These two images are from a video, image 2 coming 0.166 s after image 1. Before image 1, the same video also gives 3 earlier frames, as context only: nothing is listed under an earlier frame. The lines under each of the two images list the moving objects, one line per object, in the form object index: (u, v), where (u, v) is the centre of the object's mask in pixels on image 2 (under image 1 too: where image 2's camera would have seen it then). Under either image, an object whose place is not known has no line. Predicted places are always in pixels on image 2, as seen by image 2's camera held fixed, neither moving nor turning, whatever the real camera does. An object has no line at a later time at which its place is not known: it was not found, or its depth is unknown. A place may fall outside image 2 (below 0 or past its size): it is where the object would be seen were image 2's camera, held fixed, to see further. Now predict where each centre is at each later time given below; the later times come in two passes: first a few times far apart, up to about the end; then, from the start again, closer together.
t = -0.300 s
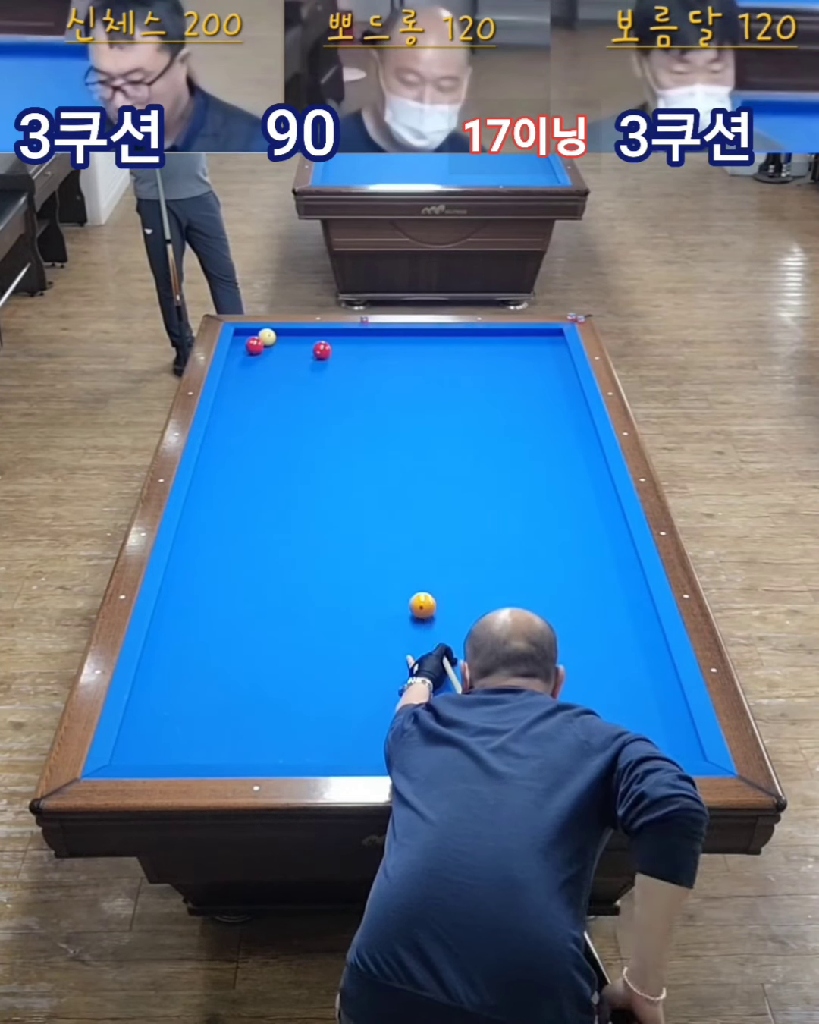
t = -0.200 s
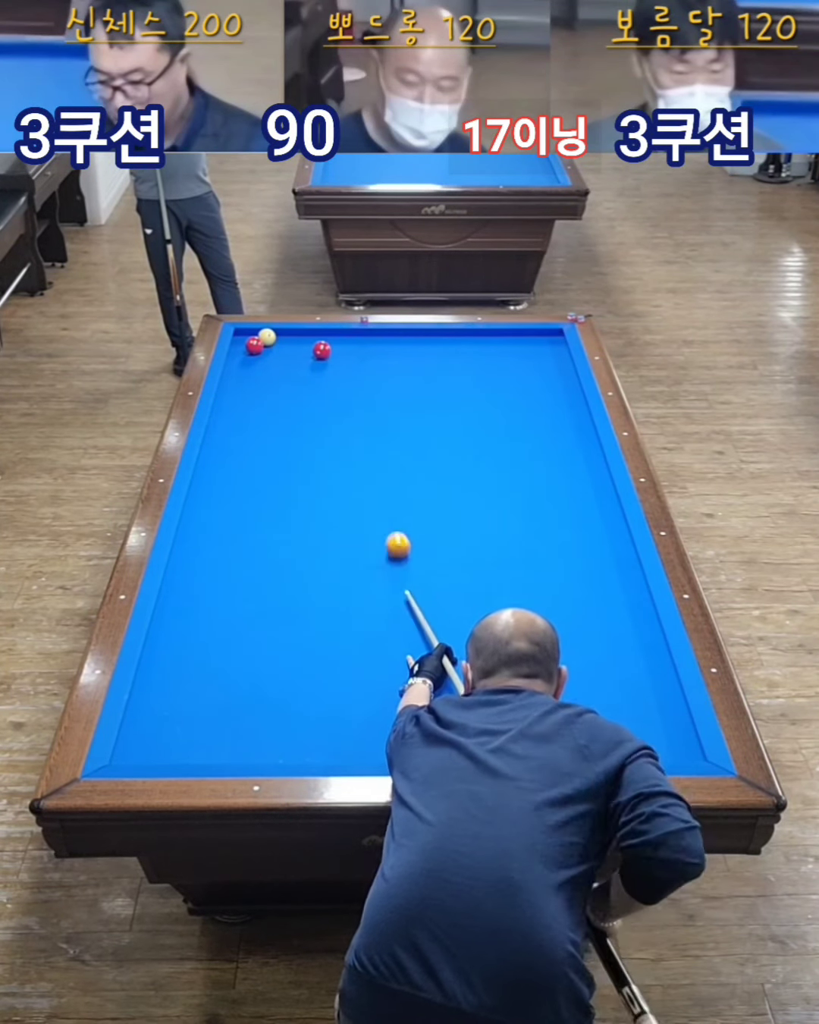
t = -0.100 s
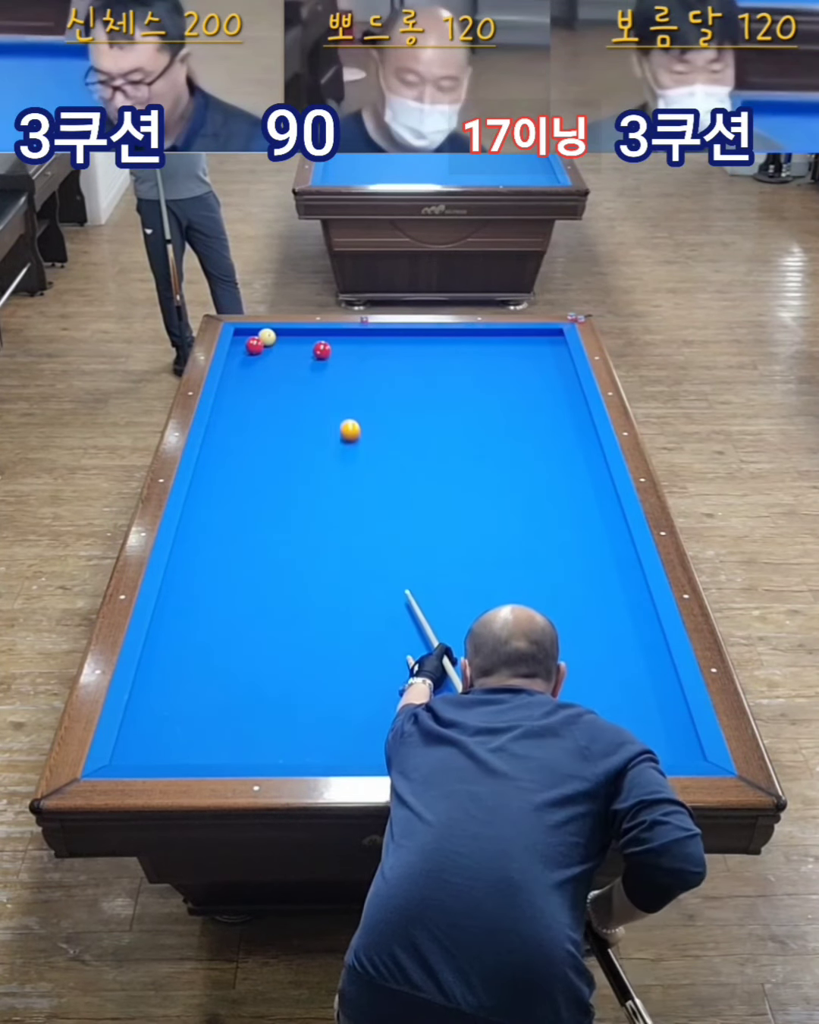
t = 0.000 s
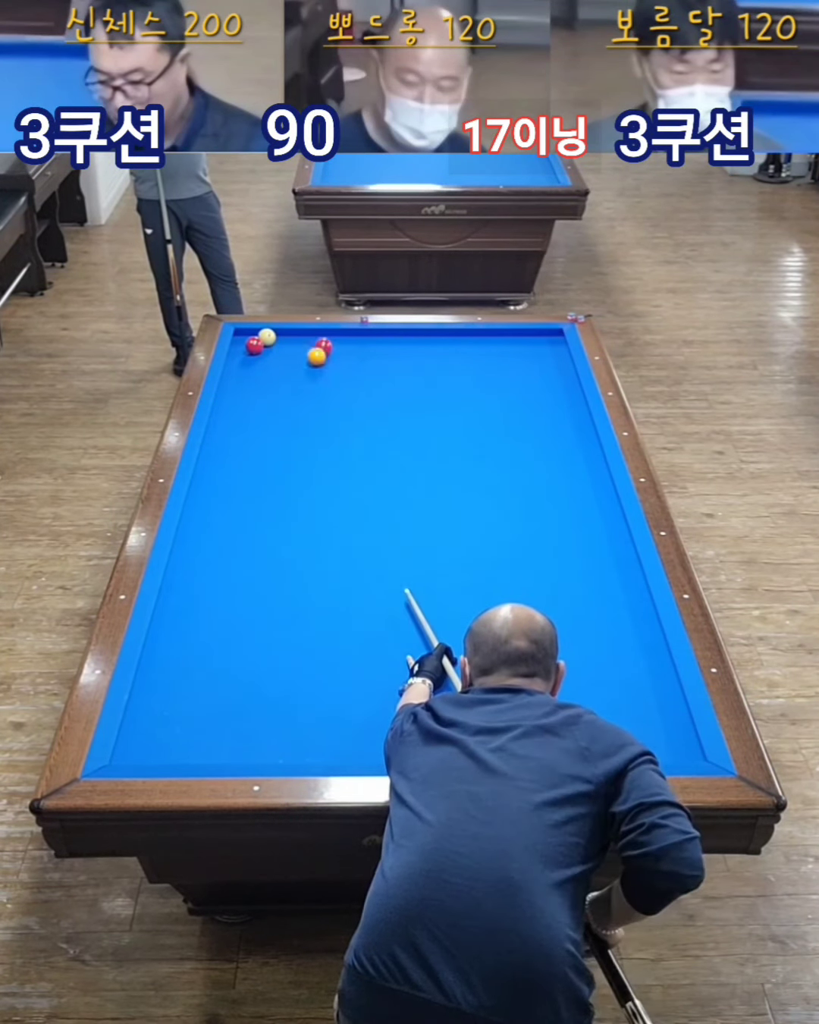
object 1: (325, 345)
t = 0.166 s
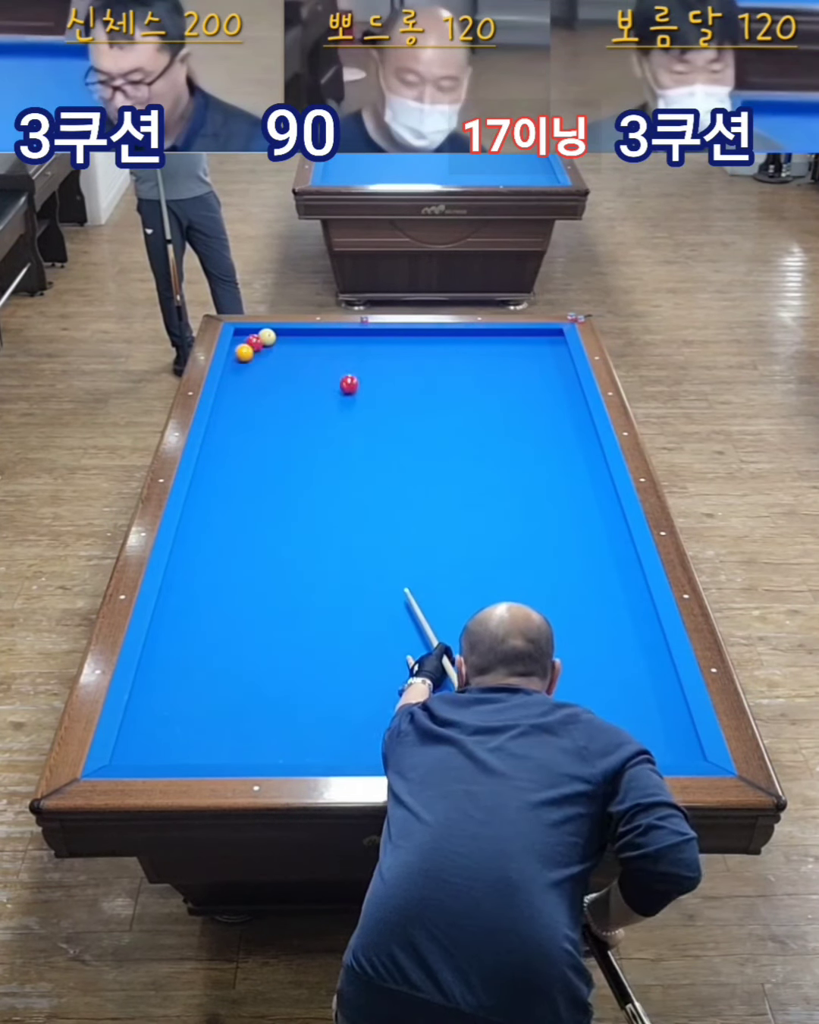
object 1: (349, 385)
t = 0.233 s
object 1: (358, 410)
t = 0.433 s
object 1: (392, 499)
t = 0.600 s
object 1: (427, 587)
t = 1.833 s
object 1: (548, 453)
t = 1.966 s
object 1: (579, 449)
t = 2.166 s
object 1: (570, 439)
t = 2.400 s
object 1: (540, 430)
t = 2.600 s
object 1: (516, 423)
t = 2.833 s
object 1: (491, 416)
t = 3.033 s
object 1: (472, 410)
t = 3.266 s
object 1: (453, 405)
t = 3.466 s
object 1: (438, 401)
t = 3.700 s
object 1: (426, 395)
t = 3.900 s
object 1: (419, 392)
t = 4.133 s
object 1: (413, 387)
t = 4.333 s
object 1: (409, 385)
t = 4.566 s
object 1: (405, 383)
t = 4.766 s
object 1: (403, 383)
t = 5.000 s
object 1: (402, 382)
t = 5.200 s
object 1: (403, 382)
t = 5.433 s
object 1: (402, 382)
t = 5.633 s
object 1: (403, 383)
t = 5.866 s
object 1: (402, 382)
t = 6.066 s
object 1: (402, 382)
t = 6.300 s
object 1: (402, 382)
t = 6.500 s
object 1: (402, 382)
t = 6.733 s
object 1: (403, 382)
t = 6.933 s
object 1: (403, 382)
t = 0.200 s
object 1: (354, 397)
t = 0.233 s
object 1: (358, 410)
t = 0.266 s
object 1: (363, 423)
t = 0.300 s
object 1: (368, 437)
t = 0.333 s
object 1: (374, 451)
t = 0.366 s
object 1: (379, 467)
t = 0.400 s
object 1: (385, 482)
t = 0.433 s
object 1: (392, 499)
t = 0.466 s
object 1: (398, 516)
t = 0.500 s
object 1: (405, 534)
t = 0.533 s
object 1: (412, 552)
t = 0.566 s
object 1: (420, 572)
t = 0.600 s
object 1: (427, 587)
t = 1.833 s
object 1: (548, 453)
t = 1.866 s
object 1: (555, 453)
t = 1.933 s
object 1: (570, 451)
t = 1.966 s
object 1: (579, 449)
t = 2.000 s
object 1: (587, 447)
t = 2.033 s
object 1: (589, 444)
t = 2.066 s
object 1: (584, 443)
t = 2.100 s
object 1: (579, 442)
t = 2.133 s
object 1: (574, 440)
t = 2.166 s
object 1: (570, 439)
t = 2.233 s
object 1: (561, 436)
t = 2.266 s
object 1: (557, 435)
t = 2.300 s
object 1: (552, 433)
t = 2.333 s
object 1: (548, 432)
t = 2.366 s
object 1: (544, 431)
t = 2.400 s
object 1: (540, 430)
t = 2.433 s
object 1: (535, 429)
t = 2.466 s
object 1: (531, 428)
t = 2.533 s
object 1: (523, 425)
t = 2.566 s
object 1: (520, 424)
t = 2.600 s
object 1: (516, 423)
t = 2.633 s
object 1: (512, 422)
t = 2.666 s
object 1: (509, 421)
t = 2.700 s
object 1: (505, 420)
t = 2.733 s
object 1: (501, 419)
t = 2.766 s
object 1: (498, 418)
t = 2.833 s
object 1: (491, 416)
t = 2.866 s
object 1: (488, 415)
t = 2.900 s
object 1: (485, 414)
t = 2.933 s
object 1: (481, 413)
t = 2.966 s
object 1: (478, 412)
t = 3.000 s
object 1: (475, 411)
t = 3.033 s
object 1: (472, 410)
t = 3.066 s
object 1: (469, 409)
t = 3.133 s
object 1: (463, 408)
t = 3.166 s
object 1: (461, 407)
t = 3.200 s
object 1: (458, 406)
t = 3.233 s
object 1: (455, 406)
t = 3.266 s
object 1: (453, 405)
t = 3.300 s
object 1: (450, 404)
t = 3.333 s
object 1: (448, 403)
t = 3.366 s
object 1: (445, 403)
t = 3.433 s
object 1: (441, 401)
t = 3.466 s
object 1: (438, 401)
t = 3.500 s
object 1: (436, 400)
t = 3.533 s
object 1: (434, 399)
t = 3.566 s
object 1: (432, 399)
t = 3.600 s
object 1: (430, 398)
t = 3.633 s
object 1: (429, 397)
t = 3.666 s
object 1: (427, 396)
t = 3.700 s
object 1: (426, 395)
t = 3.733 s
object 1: (425, 395)
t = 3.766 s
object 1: (424, 394)
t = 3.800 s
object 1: (422, 394)
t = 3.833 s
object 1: (421, 393)
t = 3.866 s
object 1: (420, 392)
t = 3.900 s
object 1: (419, 392)
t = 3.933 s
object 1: (418, 391)
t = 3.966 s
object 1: (417, 390)
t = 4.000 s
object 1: (417, 390)
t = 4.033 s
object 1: (415, 389)
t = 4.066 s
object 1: (415, 388)
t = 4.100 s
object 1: (414, 388)
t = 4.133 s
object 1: (413, 387)
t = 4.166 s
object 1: (412, 387)
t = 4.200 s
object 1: (411, 386)
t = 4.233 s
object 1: (411, 386)
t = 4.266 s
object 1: (410, 386)
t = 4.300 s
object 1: (409, 385)
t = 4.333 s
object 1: (409, 385)
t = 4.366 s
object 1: (408, 385)
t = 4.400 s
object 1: (407, 384)
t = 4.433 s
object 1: (407, 384)
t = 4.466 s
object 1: (406, 384)
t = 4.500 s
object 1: (406, 383)
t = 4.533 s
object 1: (406, 383)
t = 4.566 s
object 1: (405, 383)
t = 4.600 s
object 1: (405, 383)
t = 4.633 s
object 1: (404, 383)
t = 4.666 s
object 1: (404, 383)
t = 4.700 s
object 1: (403, 383)
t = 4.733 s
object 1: (403, 383)
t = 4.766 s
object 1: (403, 383)
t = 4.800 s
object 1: (403, 383)
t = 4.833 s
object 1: (403, 383)
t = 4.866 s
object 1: (403, 383)
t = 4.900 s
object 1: (403, 383)
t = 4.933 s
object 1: (402, 383)
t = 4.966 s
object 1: (402, 382)
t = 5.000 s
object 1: (402, 382)
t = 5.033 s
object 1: (403, 382)
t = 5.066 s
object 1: (403, 382)
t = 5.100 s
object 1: (403, 382)
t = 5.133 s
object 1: (403, 382)
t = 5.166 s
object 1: (403, 382)
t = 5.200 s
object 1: (403, 382)
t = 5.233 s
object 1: (403, 382)
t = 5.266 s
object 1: (403, 382)
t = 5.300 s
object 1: (403, 382)
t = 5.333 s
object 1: (403, 382)
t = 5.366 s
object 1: (403, 382)
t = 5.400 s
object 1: (402, 382)
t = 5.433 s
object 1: (402, 382)
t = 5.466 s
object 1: (402, 383)
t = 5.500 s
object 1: (402, 383)
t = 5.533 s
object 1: (402, 382)
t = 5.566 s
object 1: (402, 383)
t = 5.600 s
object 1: (402, 383)
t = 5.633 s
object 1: (403, 383)
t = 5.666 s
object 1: (402, 382)
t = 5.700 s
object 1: (402, 382)
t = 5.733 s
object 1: (402, 383)
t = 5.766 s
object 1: (402, 382)
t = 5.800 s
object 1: (402, 382)
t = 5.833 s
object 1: (402, 382)
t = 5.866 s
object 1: (402, 382)
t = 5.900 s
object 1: (402, 382)
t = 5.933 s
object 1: (402, 382)
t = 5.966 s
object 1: (402, 382)
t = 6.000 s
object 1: (402, 382)
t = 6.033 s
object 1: (402, 382)
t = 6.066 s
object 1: (402, 382)
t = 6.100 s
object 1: (402, 382)
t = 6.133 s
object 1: (402, 382)
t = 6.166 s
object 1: (402, 382)
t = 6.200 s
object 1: (402, 382)
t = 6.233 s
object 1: (402, 382)
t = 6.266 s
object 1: (402, 382)
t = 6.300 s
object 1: (402, 382)
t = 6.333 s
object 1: (402, 382)
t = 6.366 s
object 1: (402, 382)
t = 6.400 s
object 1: (402, 382)
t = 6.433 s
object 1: (402, 382)
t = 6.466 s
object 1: (403, 382)
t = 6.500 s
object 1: (402, 382)
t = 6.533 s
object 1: (403, 382)
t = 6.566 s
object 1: (402, 382)
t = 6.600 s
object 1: (403, 382)
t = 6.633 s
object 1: (403, 382)
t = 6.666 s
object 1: (403, 382)
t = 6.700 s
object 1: (403, 382)
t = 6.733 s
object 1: (403, 382)
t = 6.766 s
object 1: (403, 382)
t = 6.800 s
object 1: (403, 382)
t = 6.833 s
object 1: (403, 382)
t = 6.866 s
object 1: (403, 382)
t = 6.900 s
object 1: (403, 382)
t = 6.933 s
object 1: (403, 382)
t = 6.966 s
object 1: (403, 382)
